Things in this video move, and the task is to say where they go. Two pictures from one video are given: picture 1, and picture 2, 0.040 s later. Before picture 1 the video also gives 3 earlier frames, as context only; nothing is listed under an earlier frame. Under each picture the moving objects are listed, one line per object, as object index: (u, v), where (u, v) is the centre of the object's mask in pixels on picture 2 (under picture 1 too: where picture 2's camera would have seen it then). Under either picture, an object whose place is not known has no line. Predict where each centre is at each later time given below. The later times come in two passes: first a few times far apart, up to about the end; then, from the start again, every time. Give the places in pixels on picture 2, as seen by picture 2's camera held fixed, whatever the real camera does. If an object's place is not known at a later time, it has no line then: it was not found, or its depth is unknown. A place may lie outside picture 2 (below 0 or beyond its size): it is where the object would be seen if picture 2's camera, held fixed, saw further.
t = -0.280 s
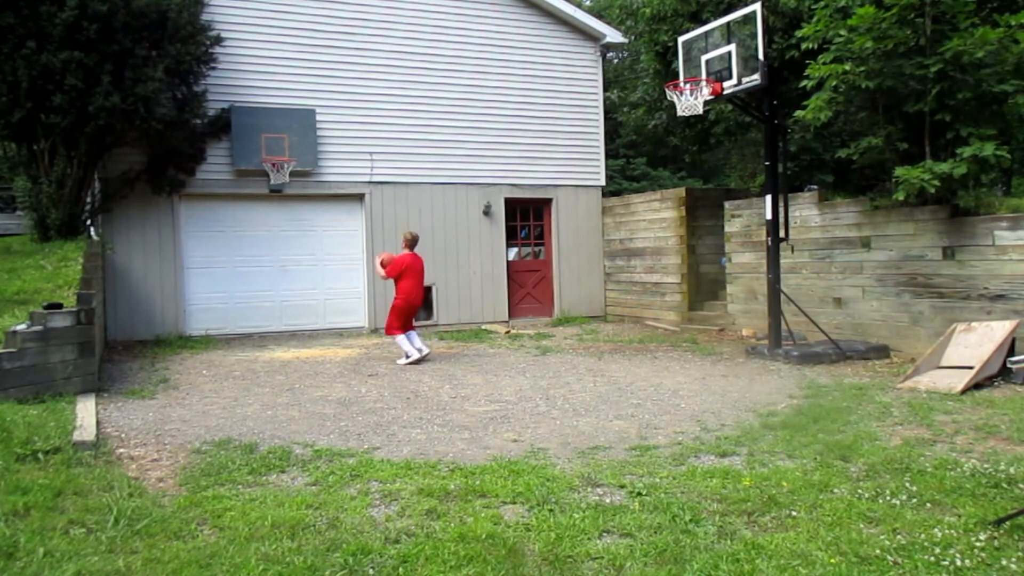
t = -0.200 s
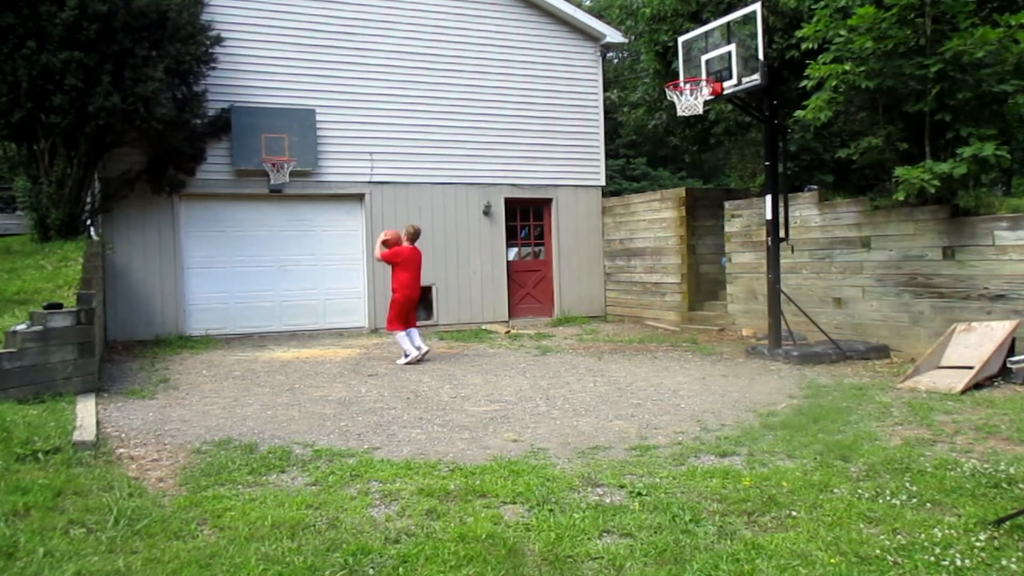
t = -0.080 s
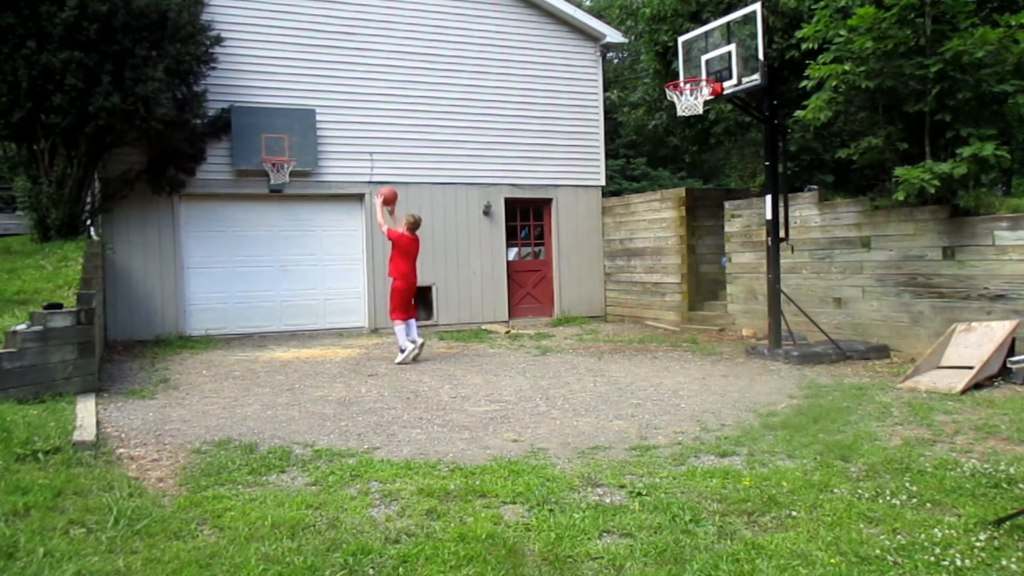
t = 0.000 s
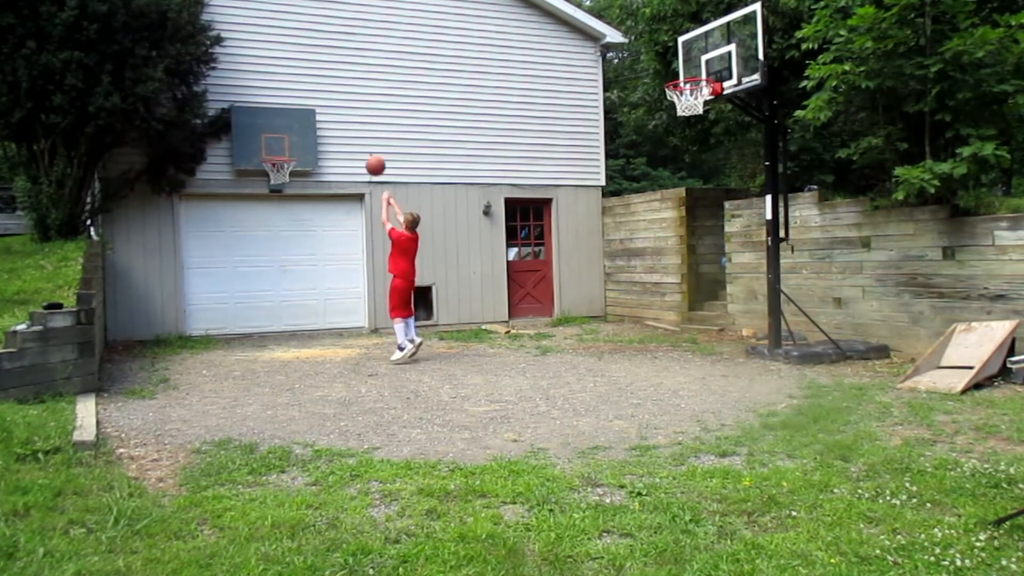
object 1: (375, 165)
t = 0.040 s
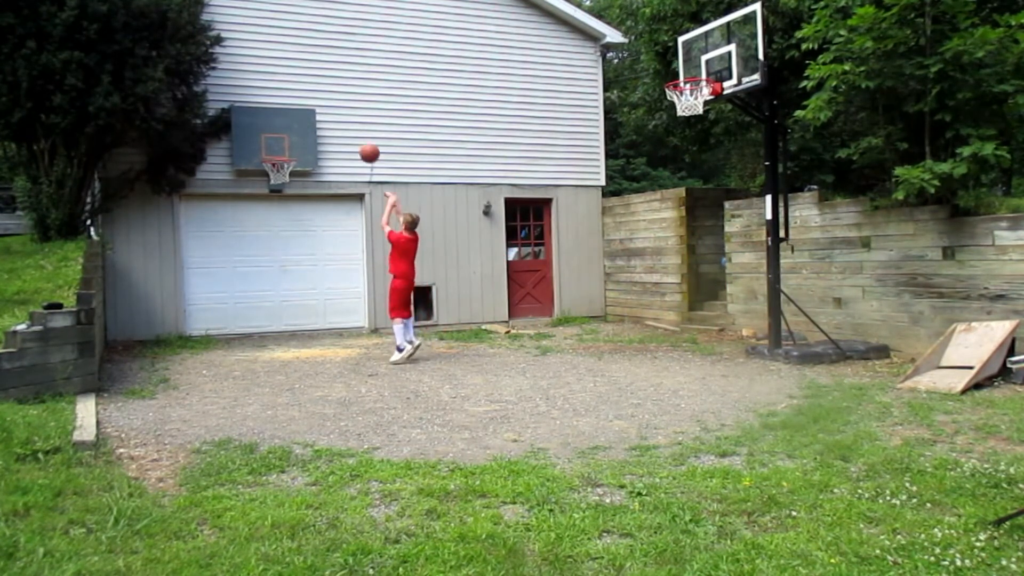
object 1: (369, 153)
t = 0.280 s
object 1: (337, 107)
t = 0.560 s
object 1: (305, 111)
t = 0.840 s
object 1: (281, 147)
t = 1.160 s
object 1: (270, 154)
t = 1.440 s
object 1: (285, 174)
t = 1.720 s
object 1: (280, 219)
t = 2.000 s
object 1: (277, 318)
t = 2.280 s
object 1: (271, 264)
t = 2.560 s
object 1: (265, 226)
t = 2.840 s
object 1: (262, 244)
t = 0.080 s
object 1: (364, 141)
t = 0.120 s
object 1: (358, 132)
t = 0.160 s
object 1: (352, 123)
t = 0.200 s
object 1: (347, 116)
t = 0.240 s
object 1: (342, 111)
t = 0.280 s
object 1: (337, 107)
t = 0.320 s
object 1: (332, 104)
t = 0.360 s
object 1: (327, 102)
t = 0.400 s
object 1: (322, 102)
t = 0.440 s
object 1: (318, 102)
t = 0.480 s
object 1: (313, 104)
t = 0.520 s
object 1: (309, 107)
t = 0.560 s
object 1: (305, 111)
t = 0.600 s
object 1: (300, 116)
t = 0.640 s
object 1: (297, 122)
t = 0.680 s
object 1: (292, 130)
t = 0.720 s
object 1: (289, 138)
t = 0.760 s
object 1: (285, 147)
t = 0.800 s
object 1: (283, 149)
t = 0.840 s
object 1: (281, 147)
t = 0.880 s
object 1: (279, 145)
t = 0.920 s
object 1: (277, 144)
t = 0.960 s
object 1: (276, 144)
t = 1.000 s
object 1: (274, 145)
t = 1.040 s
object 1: (272, 147)
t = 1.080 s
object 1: (270, 151)
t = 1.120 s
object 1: (269, 154)
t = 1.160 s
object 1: (270, 154)
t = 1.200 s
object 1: (273, 154)
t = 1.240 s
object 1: (276, 158)
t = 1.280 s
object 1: (279, 162)
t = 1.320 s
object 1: (280, 164)
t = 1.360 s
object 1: (285, 168)
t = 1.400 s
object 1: (285, 173)
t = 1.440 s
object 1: (285, 174)
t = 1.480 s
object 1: (285, 178)
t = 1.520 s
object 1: (285, 182)
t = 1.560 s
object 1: (284, 187)
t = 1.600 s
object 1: (283, 193)
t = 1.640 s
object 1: (282, 201)
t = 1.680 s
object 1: (281, 209)
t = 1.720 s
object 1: (280, 219)
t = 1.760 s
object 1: (280, 230)
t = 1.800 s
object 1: (279, 242)
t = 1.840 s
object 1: (279, 255)
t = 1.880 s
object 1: (278, 269)
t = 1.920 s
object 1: (278, 284)
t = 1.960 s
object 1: (278, 300)
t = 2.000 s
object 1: (277, 318)
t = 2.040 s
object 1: (277, 336)
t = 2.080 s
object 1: (276, 324)
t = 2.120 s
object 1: (274, 309)
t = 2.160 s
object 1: (273, 296)
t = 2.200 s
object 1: (272, 284)
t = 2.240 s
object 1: (271, 273)
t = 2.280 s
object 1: (271, 264)
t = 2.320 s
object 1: (270, 255)
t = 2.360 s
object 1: (269, 247)
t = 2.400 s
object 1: (268, 241)
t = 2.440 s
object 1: (267, 235)
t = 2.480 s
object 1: (266, 231)
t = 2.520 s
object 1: (266, 228)
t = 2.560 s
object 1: (265, 226)
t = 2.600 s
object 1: (265, 225)
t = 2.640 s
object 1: (264, 225)
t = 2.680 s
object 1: (264, 227)
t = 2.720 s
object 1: (263, 229)
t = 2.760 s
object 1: (263, 233)
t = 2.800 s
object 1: (262, 238)
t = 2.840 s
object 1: (262, 244)
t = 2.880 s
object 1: (262, 252)
